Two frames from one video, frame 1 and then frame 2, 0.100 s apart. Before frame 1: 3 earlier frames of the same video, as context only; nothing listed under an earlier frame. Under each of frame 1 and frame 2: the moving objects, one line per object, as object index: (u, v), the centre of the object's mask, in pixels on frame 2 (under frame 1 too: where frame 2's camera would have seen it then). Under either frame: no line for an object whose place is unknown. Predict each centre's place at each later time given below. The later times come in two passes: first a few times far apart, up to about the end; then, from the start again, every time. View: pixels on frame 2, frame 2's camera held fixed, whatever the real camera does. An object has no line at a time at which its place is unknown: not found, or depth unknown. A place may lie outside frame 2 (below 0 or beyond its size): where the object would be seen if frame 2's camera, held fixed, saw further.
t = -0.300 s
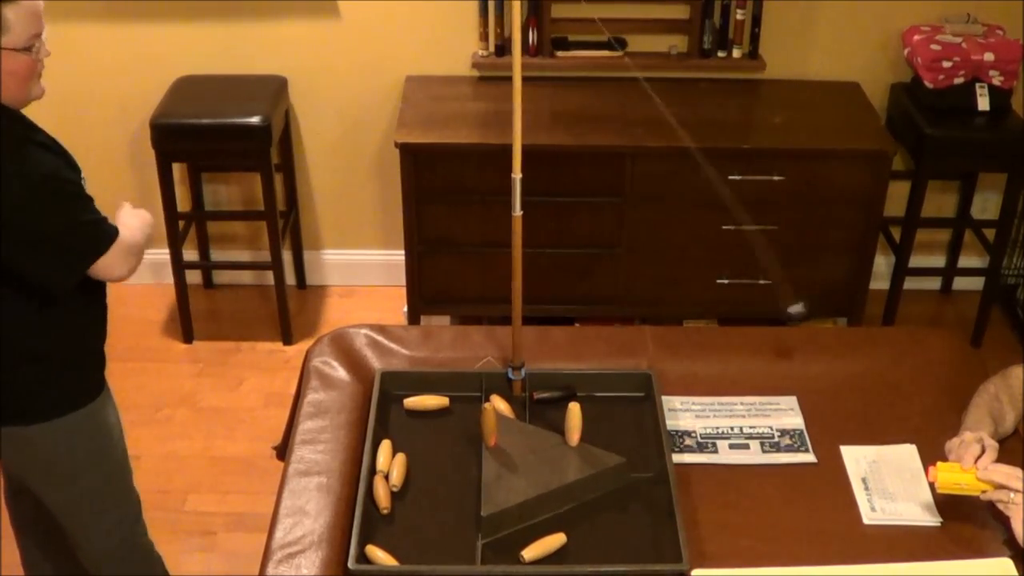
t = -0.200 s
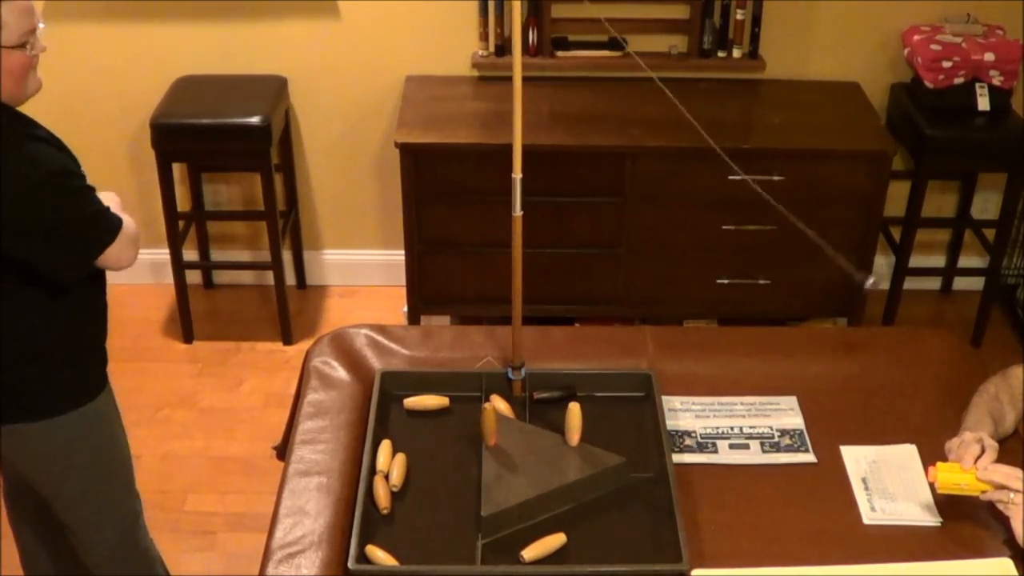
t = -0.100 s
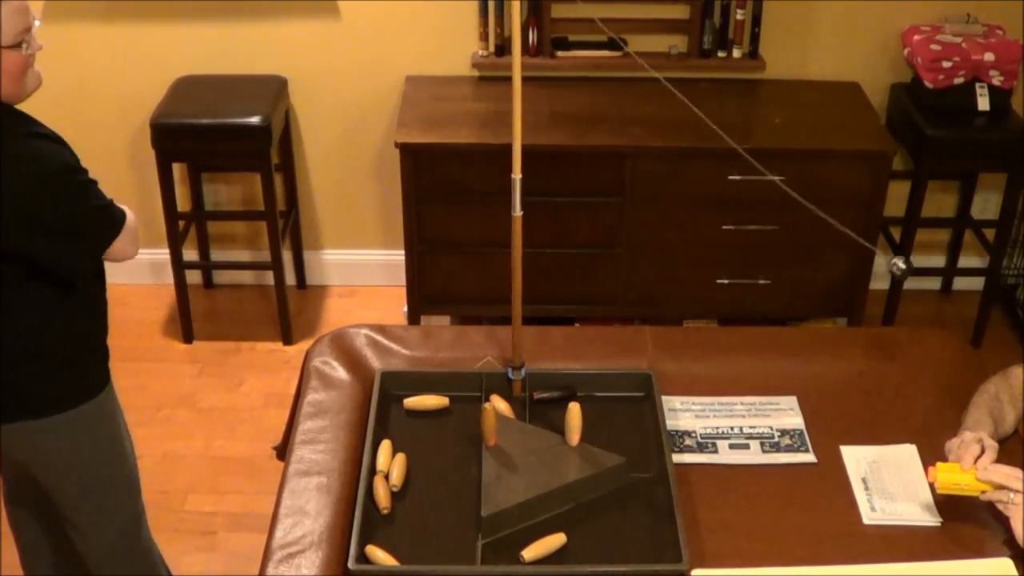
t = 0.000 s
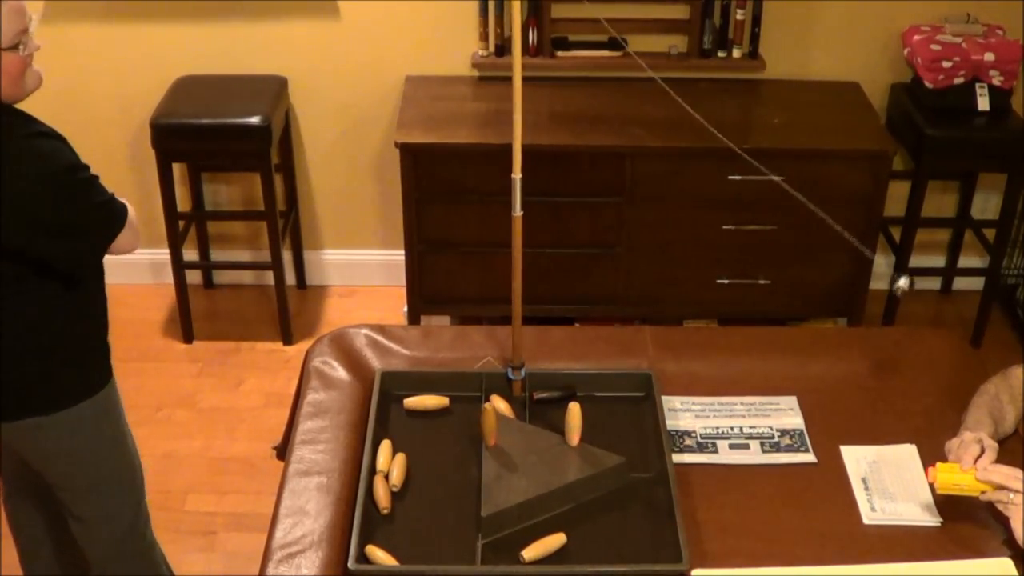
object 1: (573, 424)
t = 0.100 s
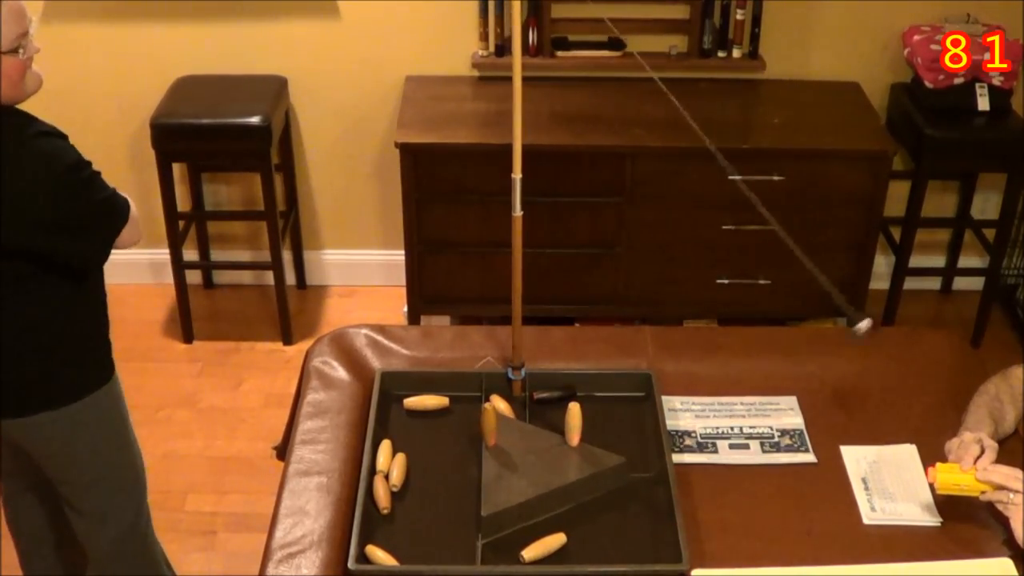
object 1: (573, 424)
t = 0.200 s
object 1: (573, 424)
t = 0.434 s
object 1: (570, 426)
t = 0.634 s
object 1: (558, 448)
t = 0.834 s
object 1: (547, 464)
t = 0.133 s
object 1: (573, 424)
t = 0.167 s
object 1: (573, 423)
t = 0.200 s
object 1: (573, 424)
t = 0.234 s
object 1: (573, 424)
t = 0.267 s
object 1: (573, 424)
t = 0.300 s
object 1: (573, 424)
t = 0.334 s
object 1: (573, 424)
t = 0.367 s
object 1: (573, 424)
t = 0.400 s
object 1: (572, 425)
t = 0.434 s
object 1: (570, 426)
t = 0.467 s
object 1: (568, 428)
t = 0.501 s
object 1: (567, 431)
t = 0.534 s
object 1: (564, 435)
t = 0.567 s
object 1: (562, 444)
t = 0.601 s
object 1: (560, 450)
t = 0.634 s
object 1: (558, 448)
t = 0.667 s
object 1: (555, 449)
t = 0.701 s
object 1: (553, 452)
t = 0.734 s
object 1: (551, 455)
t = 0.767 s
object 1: (550, 460)
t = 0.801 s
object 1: (548, 468)
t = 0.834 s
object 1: (547, 464)
